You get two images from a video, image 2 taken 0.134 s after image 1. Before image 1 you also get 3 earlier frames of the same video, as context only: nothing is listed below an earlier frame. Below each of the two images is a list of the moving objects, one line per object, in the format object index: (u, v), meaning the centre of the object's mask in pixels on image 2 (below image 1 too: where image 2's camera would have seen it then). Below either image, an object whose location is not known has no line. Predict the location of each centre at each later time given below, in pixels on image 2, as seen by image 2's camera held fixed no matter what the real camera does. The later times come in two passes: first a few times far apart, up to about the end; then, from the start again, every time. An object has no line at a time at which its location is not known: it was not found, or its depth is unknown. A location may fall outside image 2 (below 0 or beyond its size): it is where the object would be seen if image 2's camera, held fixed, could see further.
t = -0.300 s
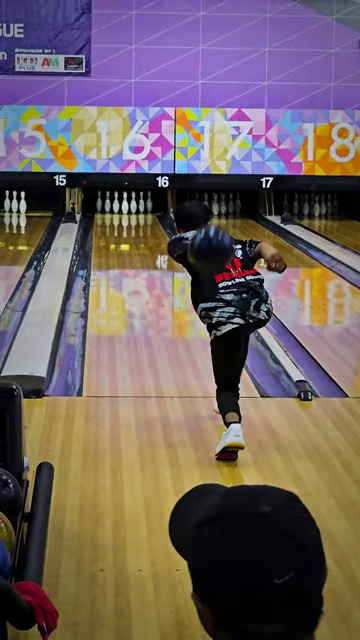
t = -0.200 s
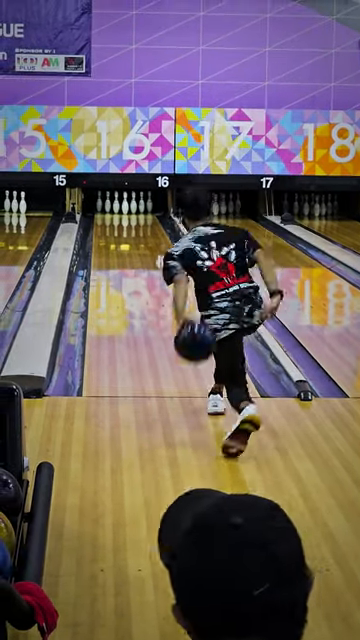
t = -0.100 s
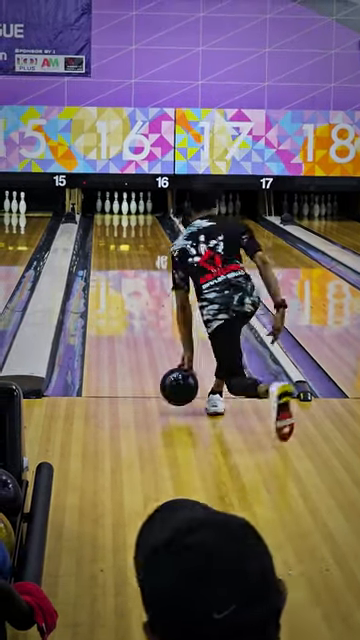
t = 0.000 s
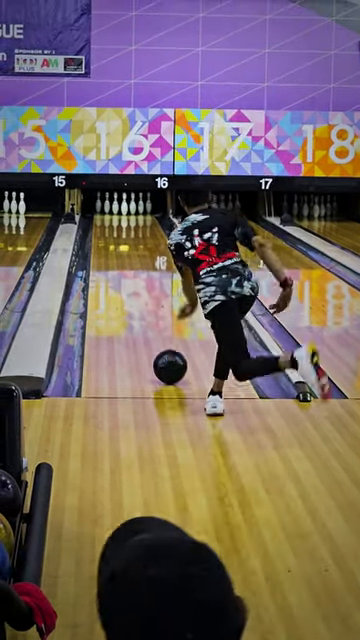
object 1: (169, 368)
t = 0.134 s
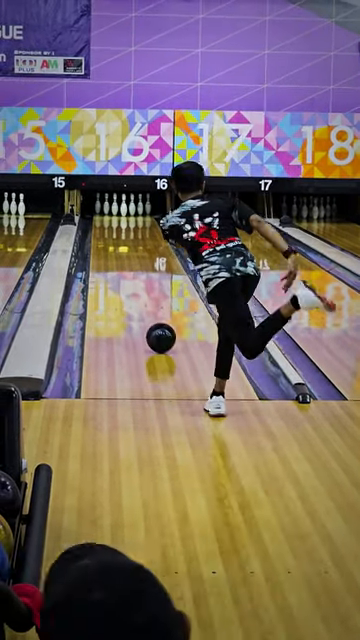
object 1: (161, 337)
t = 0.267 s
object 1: (154, 314)
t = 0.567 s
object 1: (144, 277)
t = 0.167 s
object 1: (159, 331)
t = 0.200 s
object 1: (157, 325)
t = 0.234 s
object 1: (155, 319)
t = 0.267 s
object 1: (154, 314)
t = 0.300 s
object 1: (153, 309)
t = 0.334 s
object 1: (151, 304)
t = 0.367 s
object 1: (150, 299)
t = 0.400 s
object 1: (149, 295)
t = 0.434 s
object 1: (148, 291)
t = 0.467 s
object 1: (147, 287)
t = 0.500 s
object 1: (146, 283)
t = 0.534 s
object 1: (145, 280)
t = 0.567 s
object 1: (144, 277)
